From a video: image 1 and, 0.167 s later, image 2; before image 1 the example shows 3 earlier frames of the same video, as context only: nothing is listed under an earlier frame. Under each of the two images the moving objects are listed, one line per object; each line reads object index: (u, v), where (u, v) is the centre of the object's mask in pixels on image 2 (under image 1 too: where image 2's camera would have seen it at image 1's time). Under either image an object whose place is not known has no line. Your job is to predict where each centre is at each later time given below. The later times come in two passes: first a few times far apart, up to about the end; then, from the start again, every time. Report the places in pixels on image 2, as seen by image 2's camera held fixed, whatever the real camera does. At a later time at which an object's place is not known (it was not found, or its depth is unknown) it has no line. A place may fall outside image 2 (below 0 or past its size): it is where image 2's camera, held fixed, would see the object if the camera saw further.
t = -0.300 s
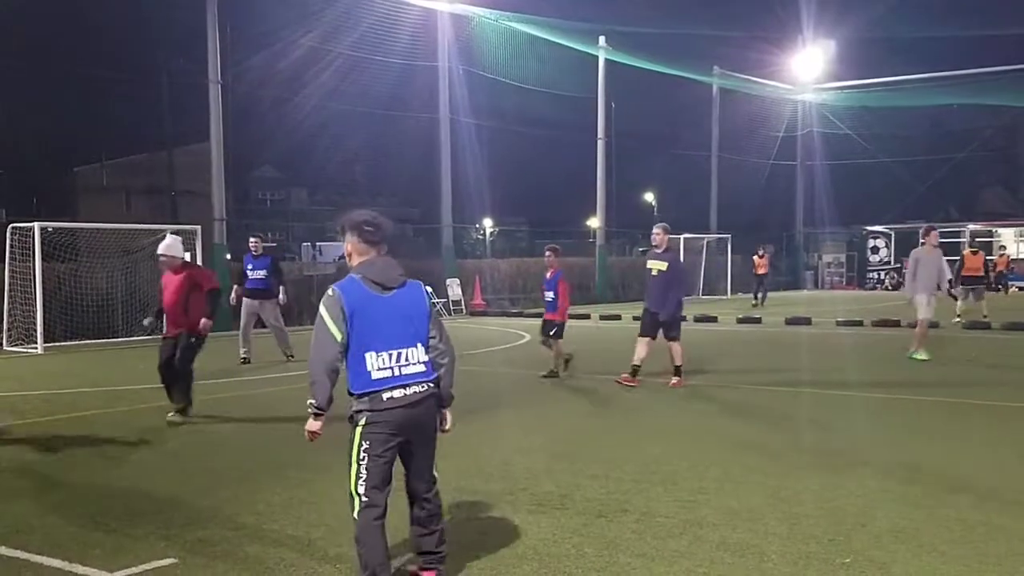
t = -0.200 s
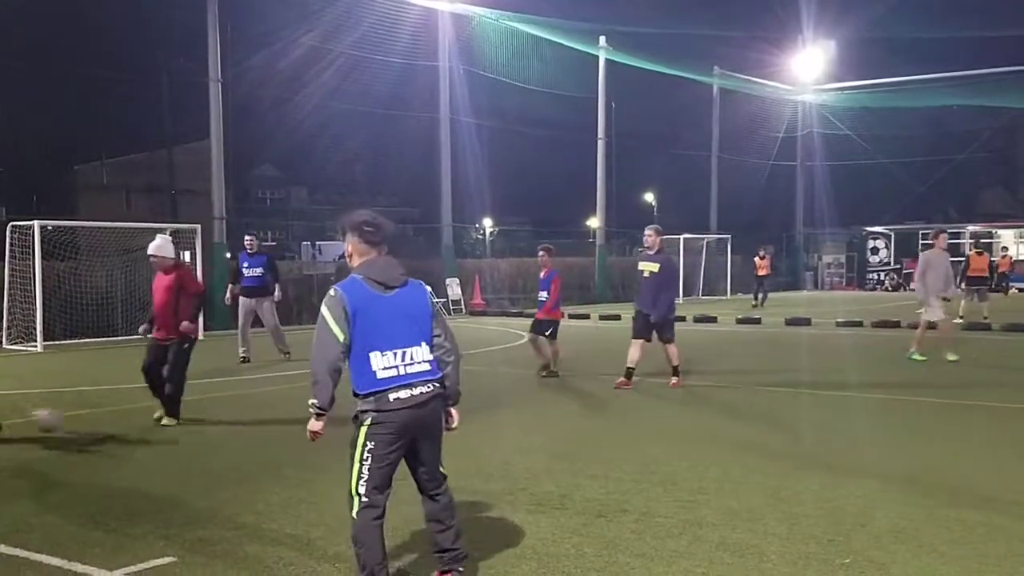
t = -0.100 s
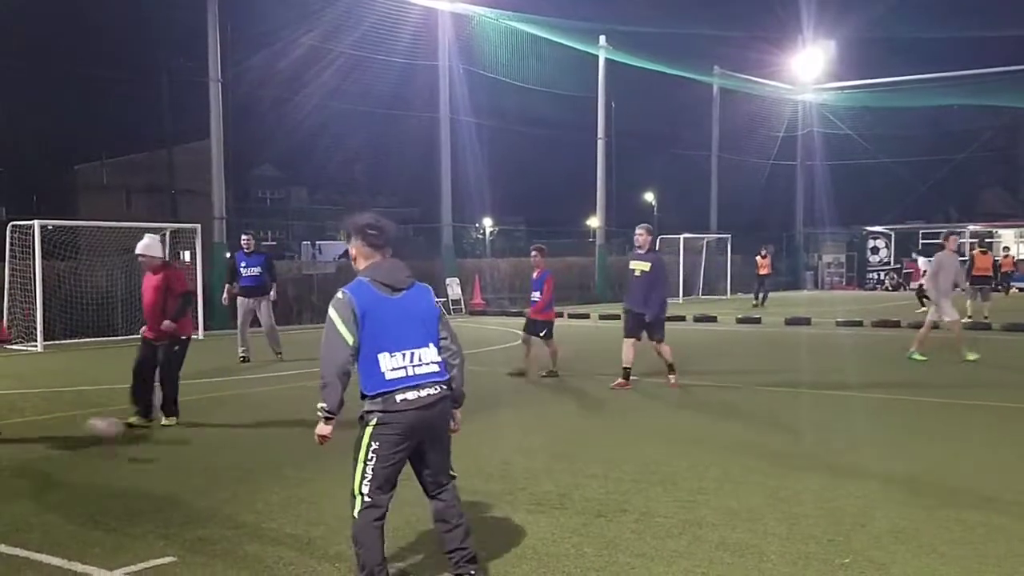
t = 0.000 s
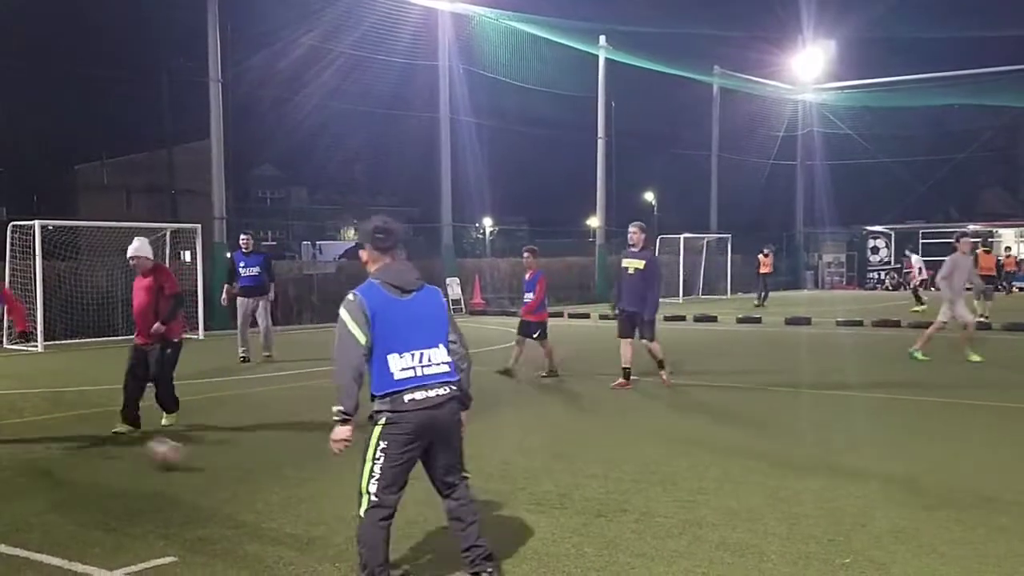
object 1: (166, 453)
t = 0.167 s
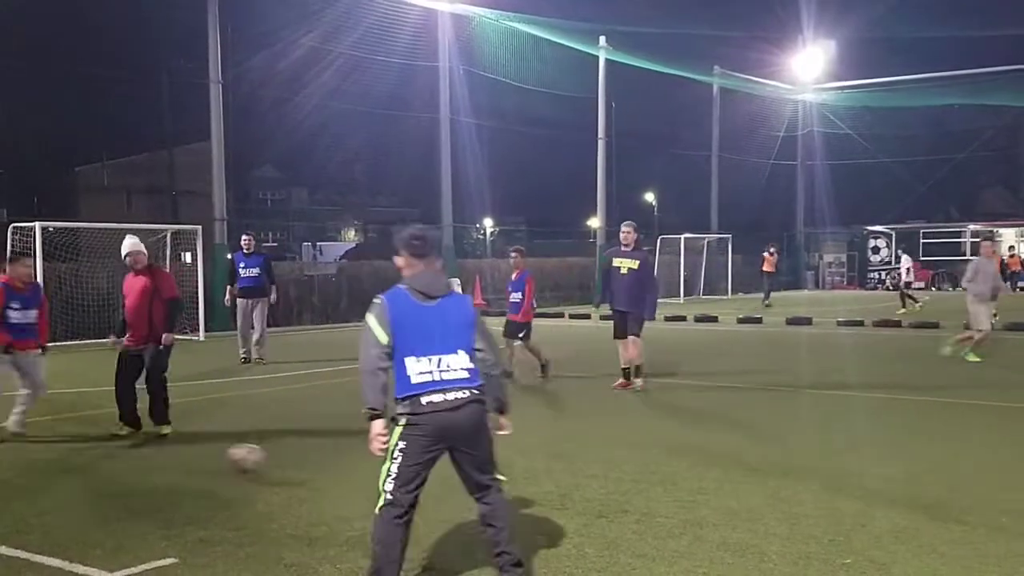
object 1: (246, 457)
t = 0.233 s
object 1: (281, 471)
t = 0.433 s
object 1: (369, 487)
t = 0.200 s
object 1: (264, 464)
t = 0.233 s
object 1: (281, 471)
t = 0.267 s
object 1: (297, 475)
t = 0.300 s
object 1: (311, 475)
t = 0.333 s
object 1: (325, 475)
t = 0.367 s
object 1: (339, 477)
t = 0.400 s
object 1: (354, 482)
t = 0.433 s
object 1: (369, 487)
